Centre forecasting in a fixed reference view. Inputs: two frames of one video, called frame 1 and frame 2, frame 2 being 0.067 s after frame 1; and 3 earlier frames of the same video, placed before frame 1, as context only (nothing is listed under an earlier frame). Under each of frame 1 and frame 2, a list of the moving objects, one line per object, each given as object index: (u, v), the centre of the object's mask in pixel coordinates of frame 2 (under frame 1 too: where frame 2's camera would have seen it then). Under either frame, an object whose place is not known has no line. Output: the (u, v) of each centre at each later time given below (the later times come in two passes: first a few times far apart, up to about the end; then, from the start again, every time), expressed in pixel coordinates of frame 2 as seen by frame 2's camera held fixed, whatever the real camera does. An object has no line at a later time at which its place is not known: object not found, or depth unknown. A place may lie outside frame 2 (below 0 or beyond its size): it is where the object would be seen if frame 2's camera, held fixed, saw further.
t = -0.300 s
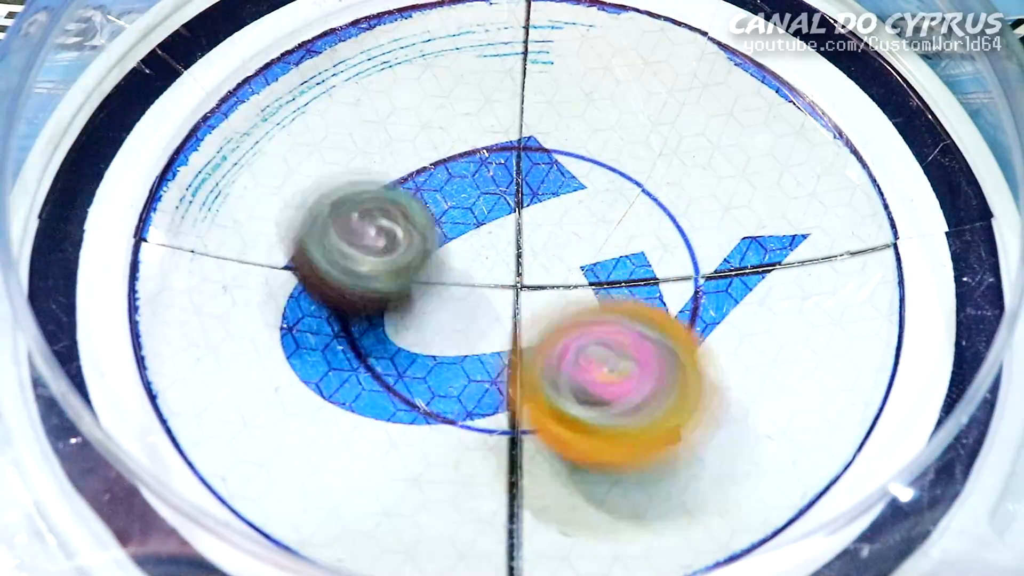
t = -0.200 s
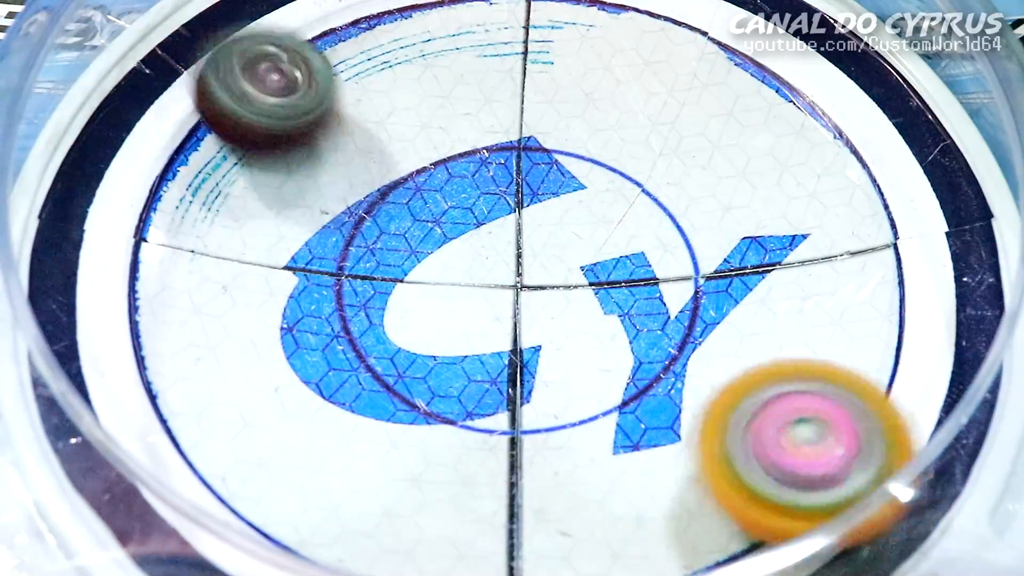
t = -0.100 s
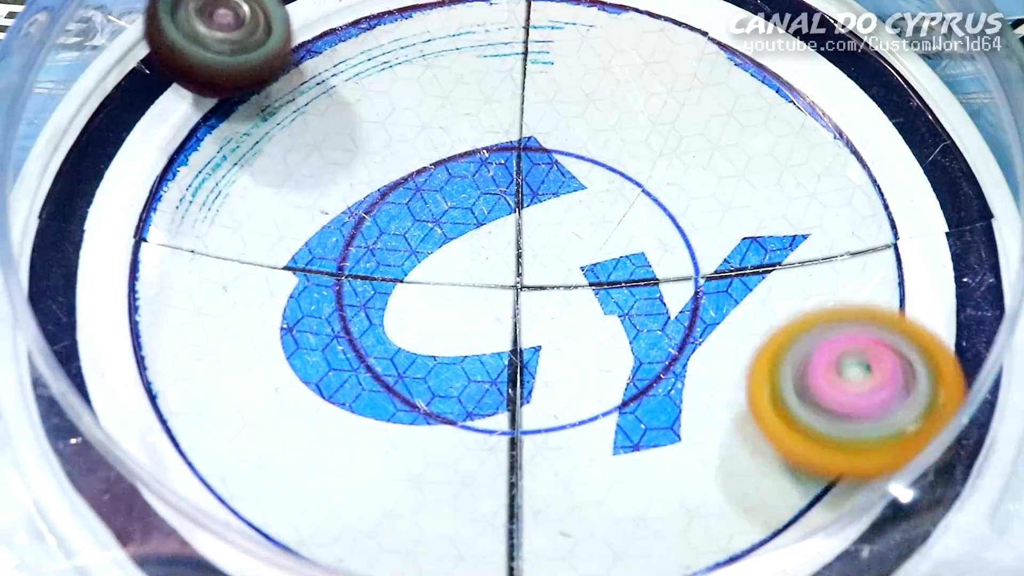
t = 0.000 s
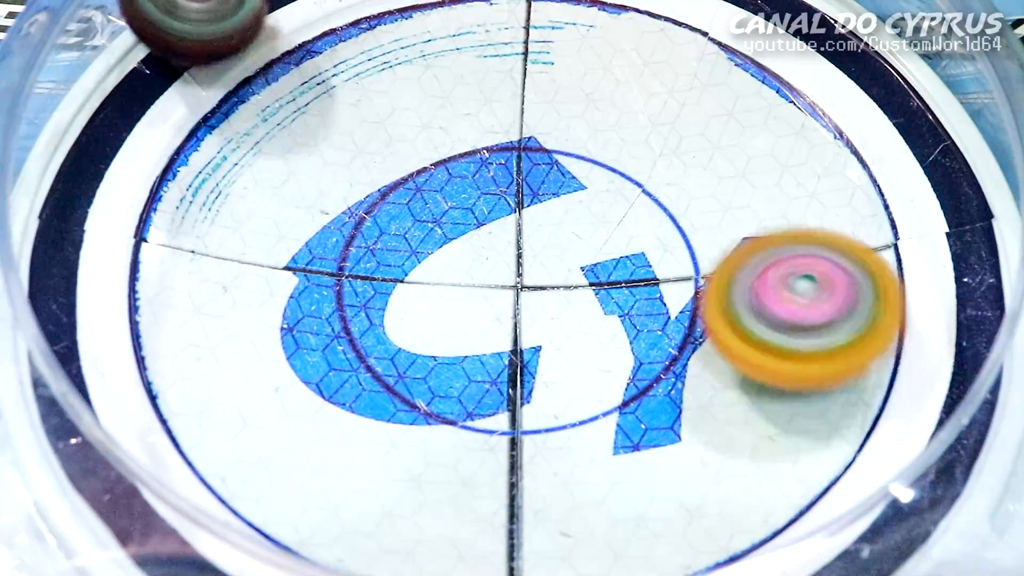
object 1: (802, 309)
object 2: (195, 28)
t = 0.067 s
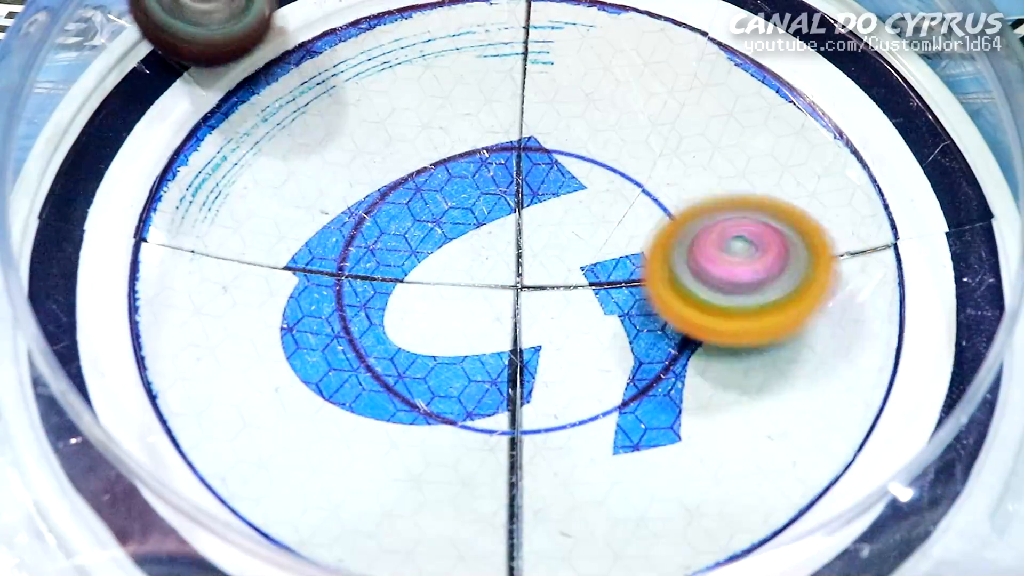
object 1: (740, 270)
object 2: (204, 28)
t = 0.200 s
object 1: (572, 211)
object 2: (271, 41)
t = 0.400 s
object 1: (347, 314)
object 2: (398, 53)
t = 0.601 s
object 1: (328, 465)
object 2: (525, 25)
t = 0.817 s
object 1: (487, 431)
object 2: (568, 46)
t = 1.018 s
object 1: (509, 297)
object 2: (673, 107)
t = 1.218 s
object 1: (468, 186)
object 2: (783, 160)
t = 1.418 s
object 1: (385, 152)
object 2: (803, 204)
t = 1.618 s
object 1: (411, 174)
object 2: (798, 283)
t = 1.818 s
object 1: (499, 185)
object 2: (703, 341)
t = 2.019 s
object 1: (573, 172)
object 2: (494, 396)
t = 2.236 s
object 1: (599, 152)
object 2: (391, 507)
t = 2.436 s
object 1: (594, 170)
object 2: (452, 458)
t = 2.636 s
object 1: (603, 217)
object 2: (384, 282)
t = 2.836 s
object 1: (604, 255)
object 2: (256, 159)
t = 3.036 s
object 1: (578, 292)
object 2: (262, 211)
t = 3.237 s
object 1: (545, 327)
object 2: (444, 157)
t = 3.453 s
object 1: (521, 334)
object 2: (539, 52)
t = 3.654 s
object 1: (490, 321)
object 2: (553, 27)
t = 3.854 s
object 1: (460, 297)
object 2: (560, 88)
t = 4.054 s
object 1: (438, 260)
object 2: (689, 219)
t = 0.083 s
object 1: (720, 261)
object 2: (209, 29)
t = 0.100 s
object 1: (701, 252)
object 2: (215, 31)
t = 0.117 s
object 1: (682, 243)
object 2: (220, 31)
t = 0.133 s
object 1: (661, 235)
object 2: (230, 32)
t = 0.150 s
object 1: (640, 227)
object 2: (240, 34)
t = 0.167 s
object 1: (617, 220)
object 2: (250, 34)
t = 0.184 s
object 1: (594, 215)
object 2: (259, 36)
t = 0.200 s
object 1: (572, 211)
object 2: (271, 41)
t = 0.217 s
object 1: (550, 209)
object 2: (281, 46)
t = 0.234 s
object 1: (527, 208)
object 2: (291, 52)
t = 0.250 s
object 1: (504, 208)
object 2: (301, 58)
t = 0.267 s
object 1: (482, 208)
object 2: (311, 65)
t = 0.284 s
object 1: (460, 210)
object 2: (323, 74)
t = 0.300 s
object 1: (438, 213)
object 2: (336, 82)
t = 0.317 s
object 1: (419, 222)
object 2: (349, 88)
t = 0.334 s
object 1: (403, 240)
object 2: (359, 79)
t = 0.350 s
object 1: (388, 260)
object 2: (369, 71)
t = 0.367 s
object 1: (373, 279)
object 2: (379, 63)
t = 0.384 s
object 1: (359, 297)
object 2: (388, 58)
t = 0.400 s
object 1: (347, 314)
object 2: (398, 53)
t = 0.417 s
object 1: (335, 330)
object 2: (408, 48)
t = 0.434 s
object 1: (325, 345)
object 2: (418, 44)
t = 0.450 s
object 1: (317, 360)
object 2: (430, 40)
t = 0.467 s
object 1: (311, 374)
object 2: (444, 36)
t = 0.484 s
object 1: (306, 388)
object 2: (459, 34)
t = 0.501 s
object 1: (303, 401)
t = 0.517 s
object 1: (301, 414)
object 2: (486, 30)
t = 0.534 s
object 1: (302, 425)
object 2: (497, 28)
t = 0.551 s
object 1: (306, 436)
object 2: (506, 27)
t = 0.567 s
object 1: (312, 447)
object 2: (514, 26)
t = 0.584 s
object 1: (319, 457)
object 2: (520, 25)
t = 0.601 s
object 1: (328, 465)
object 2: (525, 25)
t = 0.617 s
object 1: (338, 471)
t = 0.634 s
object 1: (348, 475)
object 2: (532, 24)
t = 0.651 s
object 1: (360, 478)
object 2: (534, 24)
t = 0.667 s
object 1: (371, 480)
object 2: (536, 24)
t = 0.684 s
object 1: (384, 481)
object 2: (539, 26)
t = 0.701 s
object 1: (400, 480)
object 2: (541, 28)
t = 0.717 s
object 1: (414, 478)
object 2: (544, 31)
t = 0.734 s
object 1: (428, 473)
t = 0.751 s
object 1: (442, 467)
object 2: (549, 36)
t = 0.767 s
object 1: (455, 460)
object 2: (553, 38)
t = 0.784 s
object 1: (467, 451)
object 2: (557, 40)
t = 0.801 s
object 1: (477, 442)
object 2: (563, 43)
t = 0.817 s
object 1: (487, 431)
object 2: (568, 46)
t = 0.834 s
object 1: (495, 419)
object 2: (574, 49)
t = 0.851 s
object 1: (501, 408)
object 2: (581, 52)
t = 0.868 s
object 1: (506, 396)
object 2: (588, 56)
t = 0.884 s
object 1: (510, 385)
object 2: (596, 61)
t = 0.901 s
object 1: (512, 373)
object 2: (606, 66)
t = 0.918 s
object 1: (513, 361)
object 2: (615, 72)
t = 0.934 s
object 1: (514, 349)
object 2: (624, 78)
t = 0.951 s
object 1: (514, 338)
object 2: (634, 84)
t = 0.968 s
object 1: (513, 328)
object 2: (644, 90)
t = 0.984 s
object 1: (512, 318)
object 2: (655, 96)
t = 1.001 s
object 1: (510, 307)
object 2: (665, 101)
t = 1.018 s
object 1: (509, 297)
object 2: (673, 107)
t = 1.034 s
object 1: (508, 287)
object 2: (682, 112)
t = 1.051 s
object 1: (507, 277)
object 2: (692, 118)
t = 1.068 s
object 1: (505, 266)
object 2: (702, 123)
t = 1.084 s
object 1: (503, 255)
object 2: (712, 128)
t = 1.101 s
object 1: (500, 245)
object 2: (723, 133)
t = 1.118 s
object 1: (496, 235)
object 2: (733, 137)
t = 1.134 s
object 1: (492, 226)
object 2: (743, 141)
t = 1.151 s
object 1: (489, 218)
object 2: (752, 145)
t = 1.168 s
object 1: (485, 210)
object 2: (761, 150)
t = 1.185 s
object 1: (480, 201)
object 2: (769, 154)
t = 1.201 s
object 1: (475, 193)
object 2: (776, 157)
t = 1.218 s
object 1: (468, 186)
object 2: (783, 160)
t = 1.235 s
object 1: (461, 179)
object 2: (789, 163)
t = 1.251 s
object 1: (454, 173)
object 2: (793, 166)
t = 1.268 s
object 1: (447, 167)
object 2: (797, 169)
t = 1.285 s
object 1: (438, 161)
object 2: (800, 171)
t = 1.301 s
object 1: (430, 156)
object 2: (802, 174)
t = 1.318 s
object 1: (421, 152)
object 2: (804, 177)
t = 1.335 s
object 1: (413, 148)
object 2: (805, 180)
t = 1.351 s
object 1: (406, 146)
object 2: (805, 184)
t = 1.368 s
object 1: (400, 146)
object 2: (805, 189)
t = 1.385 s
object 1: (394, 147)
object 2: (805, 194)
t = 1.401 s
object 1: (389, 149)
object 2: (804, 199)
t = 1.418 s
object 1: (385, 152)
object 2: (803, 204)
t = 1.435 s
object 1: (382, 155)
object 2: (802, 210)
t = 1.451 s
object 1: (381, 158)
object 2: (800, 216)
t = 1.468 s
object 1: (380, 160)
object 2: (798, 223)
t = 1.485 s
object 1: (381, 162)
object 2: (796, 230)
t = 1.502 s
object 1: (382, 164)
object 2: (794, 237)
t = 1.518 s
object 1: (385, 166)
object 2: (794, 244)
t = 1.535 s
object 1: (388, 168)
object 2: (794, 252)
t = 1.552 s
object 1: (392, 169)
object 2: (794, 258)
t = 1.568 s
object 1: (396, 171)
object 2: (795, 264)
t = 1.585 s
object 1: (401, 172)
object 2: (796, 271)
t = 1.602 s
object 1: (406, 173)
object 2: (797, 277)
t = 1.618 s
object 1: (411, 174)
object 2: (798, 283)
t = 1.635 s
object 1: (417, 176)
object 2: (799, 290)
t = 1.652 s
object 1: (423, 178)
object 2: (799, 298)
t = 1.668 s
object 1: (430, 179)
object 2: (798, 305)
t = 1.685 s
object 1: (437, 180)
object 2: (796, 312)
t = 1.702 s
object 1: (445, 181)
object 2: (791, 319)
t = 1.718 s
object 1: (452, 182)
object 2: (784, 325)
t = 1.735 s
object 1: (460, 183)
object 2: (775, 331)
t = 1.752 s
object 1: (467, 184)
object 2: (765, 335)
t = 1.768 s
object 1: (475, 185)
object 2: (751, 338)
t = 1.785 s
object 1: (483, 185)
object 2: (736, 340)
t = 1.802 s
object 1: (491, 185)
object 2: (719, 341)
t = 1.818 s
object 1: (499, 185)
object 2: (703, 341)
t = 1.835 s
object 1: (507, 184)
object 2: (686, 342)
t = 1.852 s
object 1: (514, 184)
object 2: (669, 344)
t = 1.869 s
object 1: (522, 183)
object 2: (651, 345)
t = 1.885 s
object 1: (529, 182)
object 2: (633, 348)
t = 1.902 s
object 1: (536, 181)
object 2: (616, 350)
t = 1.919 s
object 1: (541, 179)
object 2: (599, 353)
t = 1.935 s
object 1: (547, 178)
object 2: (582, 358)
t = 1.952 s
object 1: (552, 177)
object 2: (564, 363)
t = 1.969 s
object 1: (557, 175)
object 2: (546, 370)
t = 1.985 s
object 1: (563, 174)
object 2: (528, 378)
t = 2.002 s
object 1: (568, 173)
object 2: (511, 386)
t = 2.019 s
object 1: (573, 172)
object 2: (494, 396)
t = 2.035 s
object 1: (578, 170)
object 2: (478, 405)
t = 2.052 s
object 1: (582, 169)
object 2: (463, 415)
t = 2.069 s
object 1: (586, 167)
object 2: (448, 425)
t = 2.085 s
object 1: (590, 166)
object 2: (436, 435)
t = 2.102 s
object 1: (594, 165)
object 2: (424, 445)
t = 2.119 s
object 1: (598, 164)
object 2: (412, 455)
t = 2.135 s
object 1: (600, 163)
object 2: (404, 465)
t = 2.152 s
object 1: (602, 162)
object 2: (397, 475)
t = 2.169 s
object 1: (602, 160)
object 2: (392, 485)
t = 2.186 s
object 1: (602, 158)
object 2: (390, 493)
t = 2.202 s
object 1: (601, 156)
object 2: (390, 499)
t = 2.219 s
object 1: (600, 153)
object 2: (390, 503)
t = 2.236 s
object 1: (599, 152)
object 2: (391, 507)
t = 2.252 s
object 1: (598, 152)
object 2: (392, 509)
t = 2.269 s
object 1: (596, 151)
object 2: (398, 511)
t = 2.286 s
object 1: (595, 152)
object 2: (408, 511)
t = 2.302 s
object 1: (594, 152)
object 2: (418, 511)
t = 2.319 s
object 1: (593, 153)
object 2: (425, 509)
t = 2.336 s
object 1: (593, 154)
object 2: (431, 506)
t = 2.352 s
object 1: (593, 155)
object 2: (437, 503)
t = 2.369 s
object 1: (593, 158)
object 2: (442, 498)
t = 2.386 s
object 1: (593, 160)
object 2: (447, 490)
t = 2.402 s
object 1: (593, 163)
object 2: (450, 480)
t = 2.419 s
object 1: (594, 167)
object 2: (451, 470)
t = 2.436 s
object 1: (594, 170)
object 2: (452, 458)
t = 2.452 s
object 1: (595, 174)
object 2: (452, 445)
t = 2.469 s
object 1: (595, 178)
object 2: (451, 433)
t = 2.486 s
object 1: (595, 182)
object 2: (448, 418)
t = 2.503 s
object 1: (596, 186)
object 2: (444, 402)
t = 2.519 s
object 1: (598, 190)
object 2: (440, 387)
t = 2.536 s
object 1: (599, 194)
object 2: (435, 372)
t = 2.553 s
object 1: (600, 198)
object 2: (429, 358)
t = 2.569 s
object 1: (601, 202)
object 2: (420, 344)
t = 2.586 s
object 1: (601, 205)
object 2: (412, 329)
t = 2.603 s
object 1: (602, 209)
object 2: (403, 313)
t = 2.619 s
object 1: (602, 212)
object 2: (394, 298)
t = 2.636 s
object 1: (603, 217)
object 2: (384, 282)
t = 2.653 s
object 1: (604, 222)
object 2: (374, 270)
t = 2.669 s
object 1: (606, 227)
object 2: (363, 256)
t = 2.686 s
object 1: (608, 231)
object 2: (354, 244)
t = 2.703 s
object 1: (609, 234)
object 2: (343, 232)
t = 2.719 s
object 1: (609, 238)
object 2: (332, 219)
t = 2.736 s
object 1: (609, 241)
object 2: (322, 208)
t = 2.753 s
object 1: (608, 245)
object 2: (312, 197)
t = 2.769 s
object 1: (608, 247)
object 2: (301, 187)
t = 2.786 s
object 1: (609, 249)
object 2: (289, 178)
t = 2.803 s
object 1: (609, 250)
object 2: (278, 170)
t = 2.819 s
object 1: (606, 252)
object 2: (266, 163)
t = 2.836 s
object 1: (604, 255)
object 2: (256, 159)
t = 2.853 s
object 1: (602, 258)
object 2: (246, 155)
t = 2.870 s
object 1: (600, 260)
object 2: (238, 153)
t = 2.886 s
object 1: (598, 263)
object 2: (232, 155)
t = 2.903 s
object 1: (596, 266)
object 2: (228, 158)
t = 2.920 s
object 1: (594, 269)
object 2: (226, 161)
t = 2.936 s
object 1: (592, 272)
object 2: (227, 167)
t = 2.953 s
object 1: (590, 275)
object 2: (229, 174)
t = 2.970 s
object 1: (588, 278)
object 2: (231, 182)
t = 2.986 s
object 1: (586, 281)
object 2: (235, 190)
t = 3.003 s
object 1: (583, 284)
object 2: (240, 198)
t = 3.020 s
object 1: (580, 288)
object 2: (249, 205)
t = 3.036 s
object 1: (578, 292)
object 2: (262, 211)
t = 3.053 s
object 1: (575, 294)
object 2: (276, 215)
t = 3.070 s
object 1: (572, 297)
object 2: (289, 215)
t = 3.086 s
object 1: (570, 300)
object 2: (304, 213)
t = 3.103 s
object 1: (566, 304)
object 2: (321, 212)
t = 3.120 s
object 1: (564, 307)
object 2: (337, 210)
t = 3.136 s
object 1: (561, 311)
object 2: (355, 205)
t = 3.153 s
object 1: (558, 314)
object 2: (371, 198)
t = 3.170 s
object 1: (555, 316)
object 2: (387, 191)
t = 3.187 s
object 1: (552, 319)
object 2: (401, 185)
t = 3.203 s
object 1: (550, 323)
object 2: (416, 177)
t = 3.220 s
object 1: (547, 325)
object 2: (430, 167)
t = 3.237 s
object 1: (545, 327)
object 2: (444, 157)
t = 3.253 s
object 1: (543, 329)
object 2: (456, 145)
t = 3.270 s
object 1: (541, 331)
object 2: (467, 134)
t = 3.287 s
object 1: (540, 333)
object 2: (476, 125)
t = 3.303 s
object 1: (538, 334)
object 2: (484, 113)
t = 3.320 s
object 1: (537, 334)
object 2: (490, 103)
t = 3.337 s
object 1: (534, 335)
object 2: (496, 92)
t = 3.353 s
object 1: (532, 335)
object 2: (501, 85)
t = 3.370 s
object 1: (531, 335)
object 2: (507, 78)
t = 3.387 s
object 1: (529, 335)
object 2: (513, 71)
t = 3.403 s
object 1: (527, 335)
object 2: (519, 64)
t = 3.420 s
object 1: (525, 335)
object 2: (526, 58)
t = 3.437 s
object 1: (523, 334)
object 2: (532, 54)
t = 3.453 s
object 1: (521, 334)
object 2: (539, 52)
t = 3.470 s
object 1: (519, 333)
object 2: (545, 49)
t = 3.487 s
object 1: (517, 332)
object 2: (550, 46)
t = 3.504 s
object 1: (514, 331)
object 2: (555, 43)
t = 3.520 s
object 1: (512, 330)
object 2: (558, 40)
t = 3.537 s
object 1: (510, 329)
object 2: (560, 37)
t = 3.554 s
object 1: (508, 328)
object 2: (561, 34)
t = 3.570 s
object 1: (505, 327)
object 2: (562, 32)
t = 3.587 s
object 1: (502, 326)
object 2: (562, 30)
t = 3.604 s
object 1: (500, 325)
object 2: (561, 29)
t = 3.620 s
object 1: (497, 324)
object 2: (558, 27)
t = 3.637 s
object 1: (493, 322)
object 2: (556, 27)
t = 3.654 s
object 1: (490, 321)
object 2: (553, 27)
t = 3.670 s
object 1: (487, 320)
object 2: (551, 27)
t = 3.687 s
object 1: (485, 318)
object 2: (547, 29)
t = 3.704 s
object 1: (482, 316)
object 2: (544, 31)
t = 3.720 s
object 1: (479, 314)
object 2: (542, 32)
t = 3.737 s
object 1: (476, 313)
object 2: (540, 36)
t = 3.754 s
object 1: (474, 311)
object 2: (540, 39)
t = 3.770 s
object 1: (472, 309)
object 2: (541, 44)
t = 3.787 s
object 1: (469, 306)
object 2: (543, 49)
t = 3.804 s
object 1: (466, 304)
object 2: (546, 55)
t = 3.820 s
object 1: (464, 302)
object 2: (550, 63)
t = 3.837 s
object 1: (462, 300)
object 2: (554, 76)
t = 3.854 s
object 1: (460, 297)
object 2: (560, 88)
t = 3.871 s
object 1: (458, 294)
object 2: (567, 101)
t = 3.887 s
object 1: (457, 292)
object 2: (574, 113)
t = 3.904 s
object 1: (456, 289)
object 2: (582, 126)
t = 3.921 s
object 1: (454, 285)
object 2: (590, 137)
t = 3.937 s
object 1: (452, 282)
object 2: (601, 150)
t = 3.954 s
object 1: (450, 280)
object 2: (613, 162)
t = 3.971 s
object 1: (448, 277)
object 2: (624, 172)
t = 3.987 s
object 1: (446, 274)
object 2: (636, 181)
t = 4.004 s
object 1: (443, 271)
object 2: (648, 191)
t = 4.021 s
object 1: (441, 267)
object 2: (661, 201)
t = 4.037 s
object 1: (440, 264)
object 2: (675, 211)
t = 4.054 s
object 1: (438, 260)
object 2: (689, 219)
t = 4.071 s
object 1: (436, 257)
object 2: (703, 225)
